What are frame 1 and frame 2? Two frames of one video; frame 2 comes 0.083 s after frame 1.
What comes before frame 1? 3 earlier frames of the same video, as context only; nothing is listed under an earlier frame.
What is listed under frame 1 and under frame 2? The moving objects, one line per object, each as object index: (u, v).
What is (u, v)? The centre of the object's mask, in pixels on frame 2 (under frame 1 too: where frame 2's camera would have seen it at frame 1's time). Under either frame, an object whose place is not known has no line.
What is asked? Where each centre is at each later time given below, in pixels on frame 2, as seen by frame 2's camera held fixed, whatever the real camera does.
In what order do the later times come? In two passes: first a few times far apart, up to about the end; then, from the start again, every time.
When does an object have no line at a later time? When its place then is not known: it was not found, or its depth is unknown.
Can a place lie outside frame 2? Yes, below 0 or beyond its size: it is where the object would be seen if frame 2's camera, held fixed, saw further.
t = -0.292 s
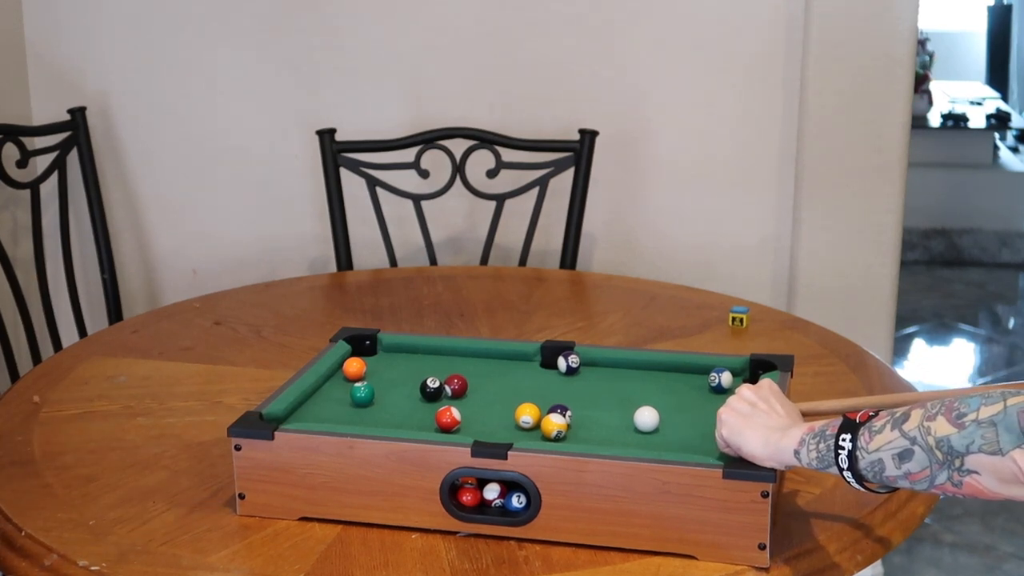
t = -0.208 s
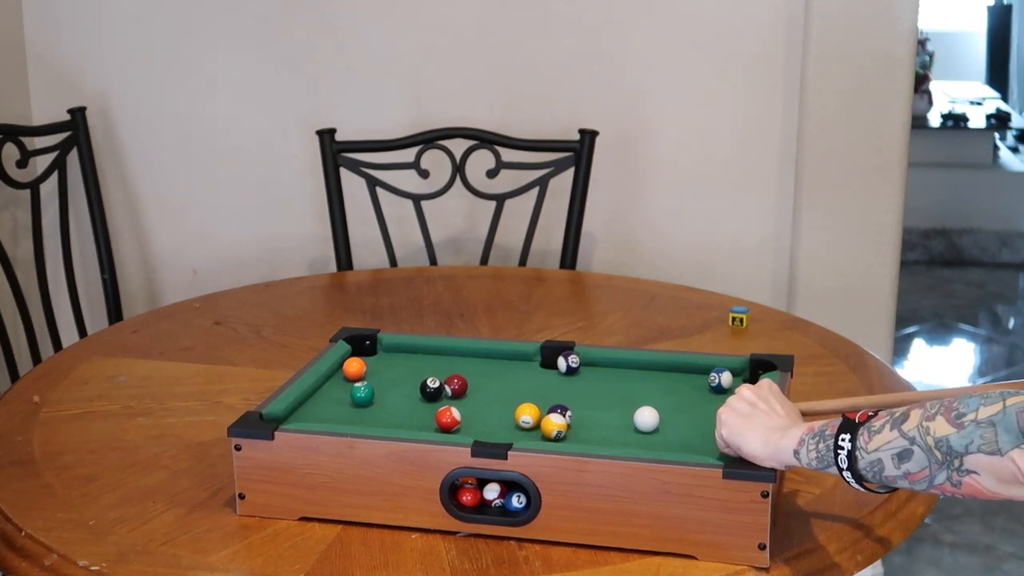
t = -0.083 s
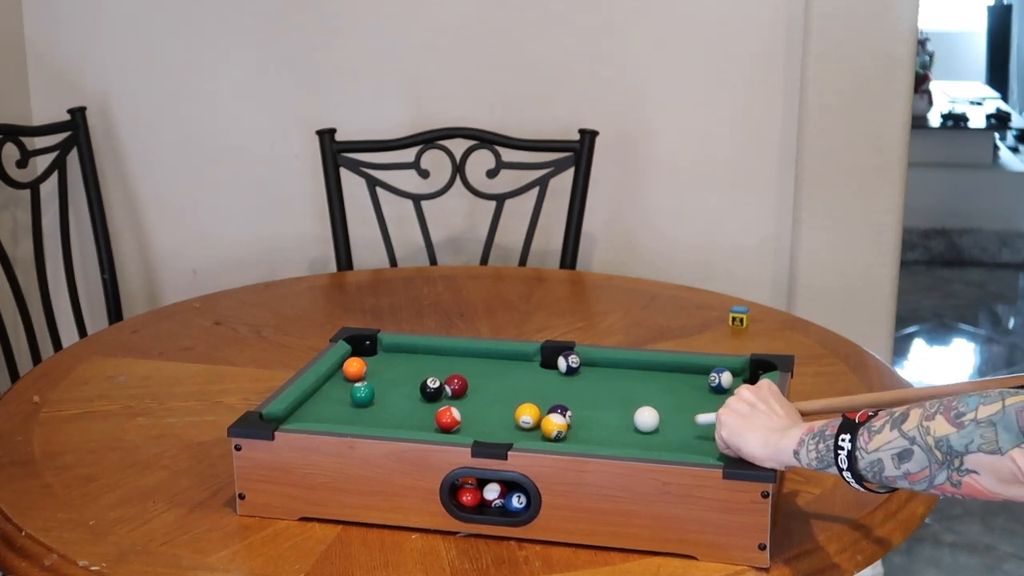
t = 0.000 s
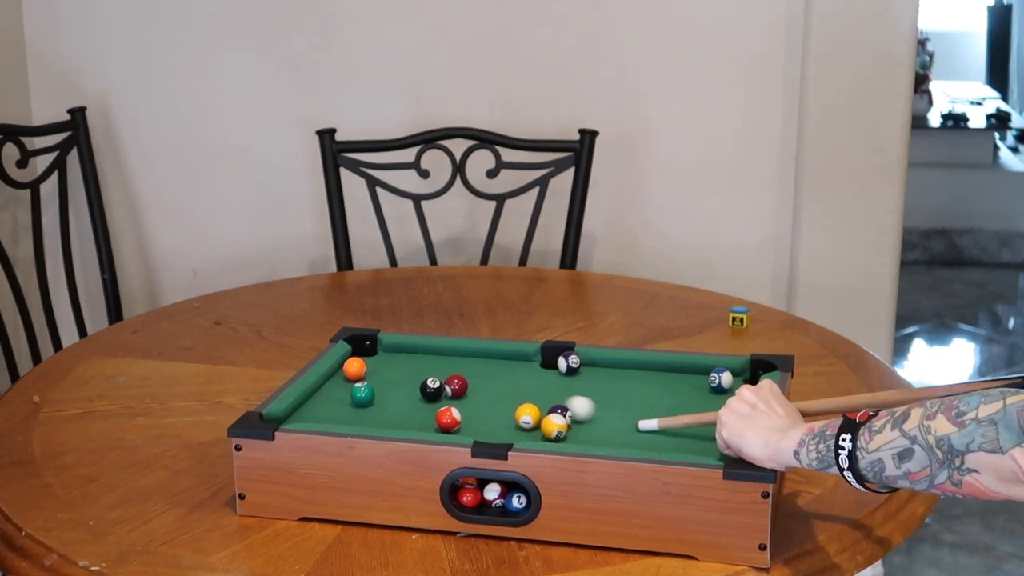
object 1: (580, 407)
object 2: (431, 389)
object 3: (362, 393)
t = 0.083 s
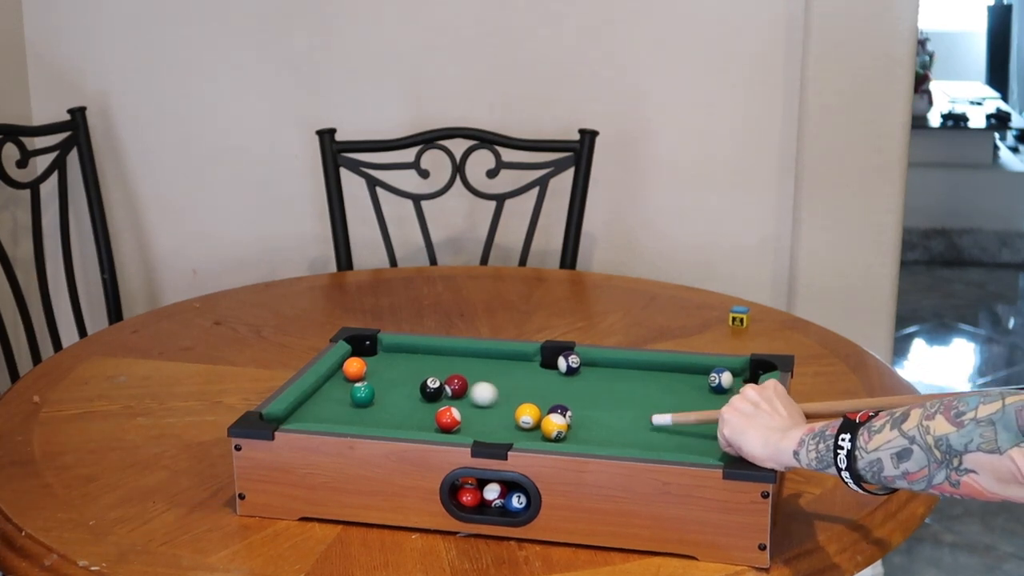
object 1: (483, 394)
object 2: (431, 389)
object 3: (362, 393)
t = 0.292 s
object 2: (384, 396)
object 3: (355, 393)
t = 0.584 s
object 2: (366, 400)
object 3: (319, 393)
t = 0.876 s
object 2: (356, 401)
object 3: (318, 397)
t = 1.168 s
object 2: (356, 400)
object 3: (318, 397)
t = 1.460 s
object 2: (355, 400)
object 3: (318, 397)
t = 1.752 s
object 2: (355, 400)
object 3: (318, 397)
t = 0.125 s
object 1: (460, 395)
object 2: (419, 390)
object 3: (362, 393)
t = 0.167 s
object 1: (450, 395)
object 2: (411, 391)
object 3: (362, 393)
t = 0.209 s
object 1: (434, 398)
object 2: (397, 393)
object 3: (362, 393)
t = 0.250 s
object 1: (425, 400)
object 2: (389, 394)
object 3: (362, 393)
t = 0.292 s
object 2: (384, 396)
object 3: (355, 393)
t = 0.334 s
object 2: (380, 395)
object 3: (350, 393)
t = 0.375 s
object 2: (375, 394)
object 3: (343, 394)
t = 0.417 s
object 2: (375, 393)
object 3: (339, 393)
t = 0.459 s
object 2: (375, 396)
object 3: (332, 394)
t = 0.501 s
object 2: (371, 399)
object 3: (328, 393)
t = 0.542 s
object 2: (368, 400)
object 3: (323, 393)
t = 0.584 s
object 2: (366, 400)
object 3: (319, 393)
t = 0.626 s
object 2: (363, 401)
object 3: (315, 393)
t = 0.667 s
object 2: (361, 401)
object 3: (316, 394)
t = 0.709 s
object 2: (359, 401)
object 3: (317, 395)
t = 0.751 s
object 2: (358, 401)
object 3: (318, 396)
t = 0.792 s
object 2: (357, 401)
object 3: (318, 396)
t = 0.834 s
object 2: (357, 401)
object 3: (318, 396)
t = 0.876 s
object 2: (356, 401)
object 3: (318, 397)
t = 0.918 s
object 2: (356, 401)
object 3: (318, 397)
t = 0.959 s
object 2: (356, 400)
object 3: (318, 397)
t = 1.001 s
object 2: (356, 400)
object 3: (318, 397)
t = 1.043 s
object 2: (356, 400)
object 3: (318, 397)
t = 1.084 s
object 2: (356, 400)
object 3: (318, 397)
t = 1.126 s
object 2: (356, 400)
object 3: (318, 397)
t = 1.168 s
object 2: (356, 400)
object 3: (318, 397)
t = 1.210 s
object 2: (356, 400)
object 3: (318, 397)
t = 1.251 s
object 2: (356, 400)
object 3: (318, 397)
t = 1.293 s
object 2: (356, 400)
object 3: (318, 397)
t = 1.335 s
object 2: (356, 400)
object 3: (318, 397)
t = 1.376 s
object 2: (355, 400)
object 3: (318, 397)
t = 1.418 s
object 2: (355, 400)
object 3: (318, 397)
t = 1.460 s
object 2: (355, 400)
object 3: (318, 397)
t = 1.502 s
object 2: (355, 400)
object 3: (318, 397)
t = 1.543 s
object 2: (355, 400)
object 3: (318, 397)
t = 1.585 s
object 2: (355, 400)
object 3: (318, 397)
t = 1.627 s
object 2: (355, 400)
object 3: (318, 397)
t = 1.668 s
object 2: (355, 400)
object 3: (318, 397)
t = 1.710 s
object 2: (355, 400)
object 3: (318, 397)
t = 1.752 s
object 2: (355, 400)
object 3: (318, 397)
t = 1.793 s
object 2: (355, 400)
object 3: (318, 397)
